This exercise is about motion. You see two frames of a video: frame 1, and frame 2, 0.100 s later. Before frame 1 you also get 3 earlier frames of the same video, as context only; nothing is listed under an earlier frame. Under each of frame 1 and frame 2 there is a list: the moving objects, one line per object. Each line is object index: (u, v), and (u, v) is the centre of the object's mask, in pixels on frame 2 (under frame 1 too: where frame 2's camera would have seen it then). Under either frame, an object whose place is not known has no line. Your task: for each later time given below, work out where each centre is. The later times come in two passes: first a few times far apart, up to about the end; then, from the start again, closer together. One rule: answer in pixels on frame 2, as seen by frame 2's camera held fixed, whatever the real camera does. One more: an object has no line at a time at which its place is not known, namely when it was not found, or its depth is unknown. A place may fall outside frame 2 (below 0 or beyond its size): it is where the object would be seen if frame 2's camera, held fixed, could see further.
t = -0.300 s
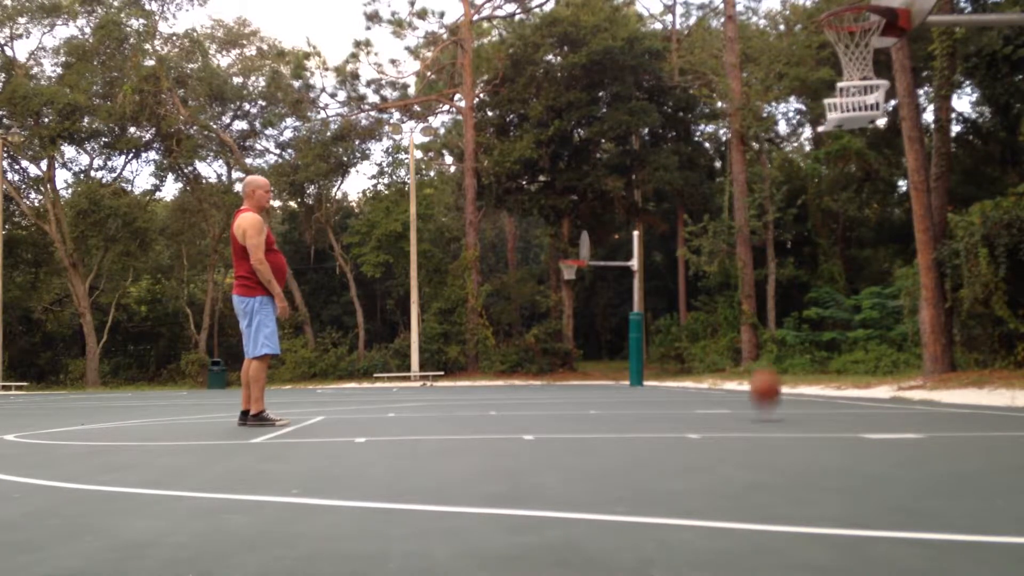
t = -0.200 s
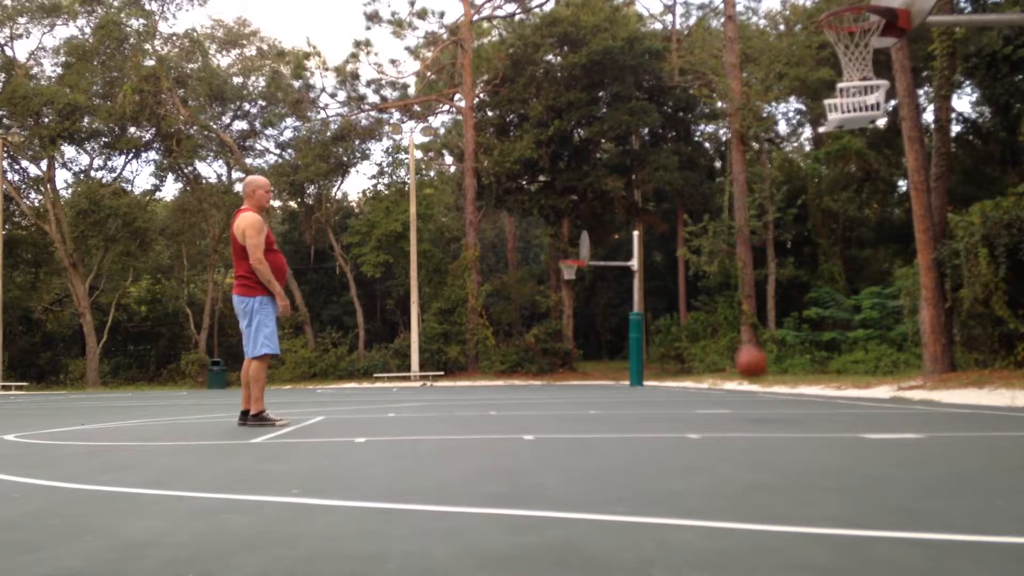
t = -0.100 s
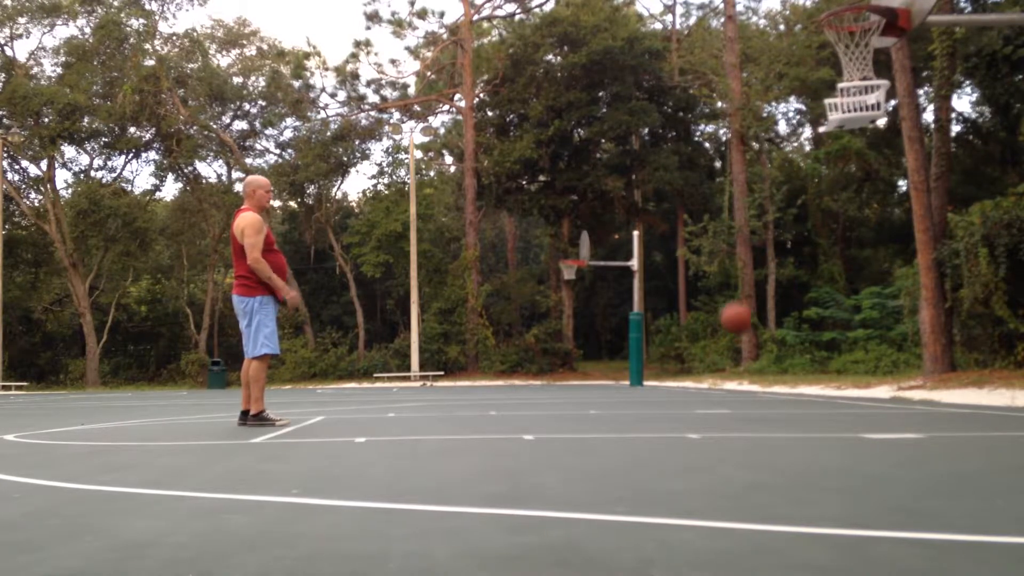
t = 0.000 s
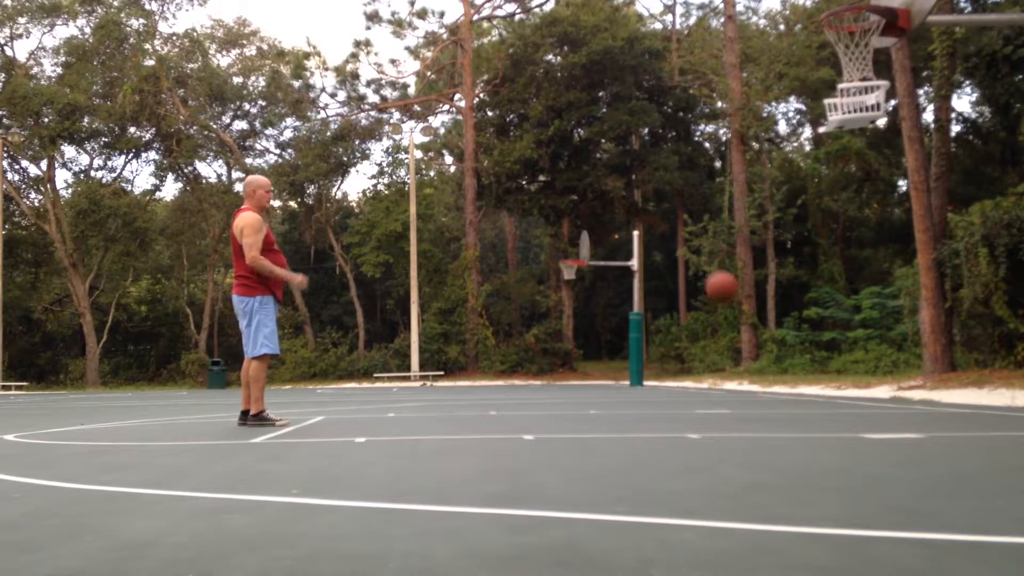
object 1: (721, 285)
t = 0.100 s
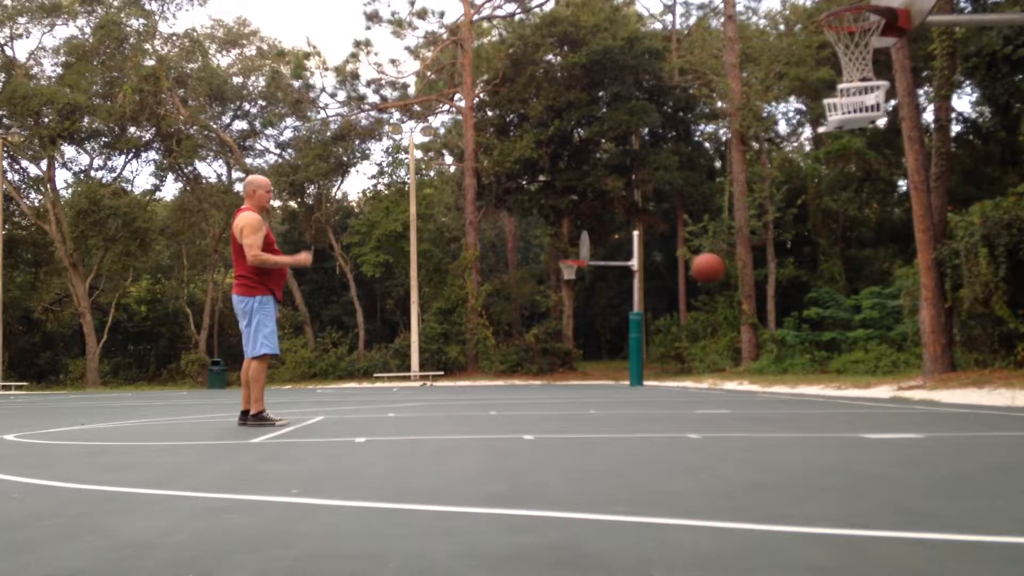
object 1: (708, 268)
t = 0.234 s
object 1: (690, 262)
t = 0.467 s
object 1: (659, 307)
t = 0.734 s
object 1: (625, 379)
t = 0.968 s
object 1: (594, 329)
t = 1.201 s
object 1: (564, 345)
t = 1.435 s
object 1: (534, 387)
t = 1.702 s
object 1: (499, 362)
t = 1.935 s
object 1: (468, 400)
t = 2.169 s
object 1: (440, 379)
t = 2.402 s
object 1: (410, 395)
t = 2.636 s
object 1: (381, 401)
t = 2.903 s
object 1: (348, 404)
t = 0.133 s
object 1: (703, 264)
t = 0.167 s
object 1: (699, 262)
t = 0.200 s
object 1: (694, 262)
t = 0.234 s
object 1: (690, 262)
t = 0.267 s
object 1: (685, 265)
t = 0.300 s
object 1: (681, 268)
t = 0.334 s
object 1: (676, 273)
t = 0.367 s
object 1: (672, 279)
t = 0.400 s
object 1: (667, 287)
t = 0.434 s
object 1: (663, 296)
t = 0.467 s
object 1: (659, 307)
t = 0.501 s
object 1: (656, 319)
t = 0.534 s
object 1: (651, 331)
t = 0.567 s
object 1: (646, 348)
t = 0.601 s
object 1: (643, 363)
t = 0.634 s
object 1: (638, 381)
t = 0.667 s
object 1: (634, 402)
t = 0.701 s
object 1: (630, 393)
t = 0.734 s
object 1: (625, 379)
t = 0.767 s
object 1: (620, 367)
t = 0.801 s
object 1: (616, 358)
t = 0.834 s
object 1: (612, 349)
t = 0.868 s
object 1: (607, 342)
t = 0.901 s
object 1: (603, 336)
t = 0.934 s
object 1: (598, 332)
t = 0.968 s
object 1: (594, 329)
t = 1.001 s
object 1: (590, 328)
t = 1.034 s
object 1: (586, 328)
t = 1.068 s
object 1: (582, 328)
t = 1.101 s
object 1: (576, 330)
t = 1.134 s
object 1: (572, 334)
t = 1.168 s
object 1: (568, 340)
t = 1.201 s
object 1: (564, 345)
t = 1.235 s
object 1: (560, 353)
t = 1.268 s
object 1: (555, 364)
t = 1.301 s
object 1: (551, 375)
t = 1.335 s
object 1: (547, 388)
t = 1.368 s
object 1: (543, 403)
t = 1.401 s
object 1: (538, 398)
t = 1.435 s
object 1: (534, 387)
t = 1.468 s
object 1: (529, 379)
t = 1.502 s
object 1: (525, 372)
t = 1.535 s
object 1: (520, 367)
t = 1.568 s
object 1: (516, 364)
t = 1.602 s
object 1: (512, 361)
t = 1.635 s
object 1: (507, 360)
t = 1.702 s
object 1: (499, 362)
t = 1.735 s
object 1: (495, 365)
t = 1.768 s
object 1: (490, 370)
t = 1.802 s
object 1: (486, 376)
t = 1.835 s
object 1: (481, 384)
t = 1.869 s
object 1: (477, 393)
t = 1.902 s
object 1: (472, 405)
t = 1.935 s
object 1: (468, 400)
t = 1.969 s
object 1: (464, 392)
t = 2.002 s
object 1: (460, 387)
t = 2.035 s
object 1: (455, 382)
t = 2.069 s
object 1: (452, 380)
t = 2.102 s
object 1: (448, 378)
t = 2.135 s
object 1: (444, 378)
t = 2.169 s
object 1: (440, 379)
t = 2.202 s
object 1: (436, 382)
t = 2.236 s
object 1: (431, 386)
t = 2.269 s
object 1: (427, 392)
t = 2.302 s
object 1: (423, 399)
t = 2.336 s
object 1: (419, 406)
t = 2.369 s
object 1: (415, 401)
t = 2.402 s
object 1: (410, 395)
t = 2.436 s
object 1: (407, 392)
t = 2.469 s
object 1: (402, 390)
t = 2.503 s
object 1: (398, 390)
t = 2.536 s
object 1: (394, 390)
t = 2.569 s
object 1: (390, 392)
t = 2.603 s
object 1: (386, 396)
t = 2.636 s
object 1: (381, 401)
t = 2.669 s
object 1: (377, 407)
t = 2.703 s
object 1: (373, 403)
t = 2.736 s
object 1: (368, 399)
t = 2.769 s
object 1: (365, 398)
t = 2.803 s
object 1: (360, 397)
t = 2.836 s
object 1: (356, 398)
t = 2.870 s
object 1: (352, 400)
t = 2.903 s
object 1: (348, 404)
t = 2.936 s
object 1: (343, 407)
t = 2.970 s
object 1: (339, 404)
